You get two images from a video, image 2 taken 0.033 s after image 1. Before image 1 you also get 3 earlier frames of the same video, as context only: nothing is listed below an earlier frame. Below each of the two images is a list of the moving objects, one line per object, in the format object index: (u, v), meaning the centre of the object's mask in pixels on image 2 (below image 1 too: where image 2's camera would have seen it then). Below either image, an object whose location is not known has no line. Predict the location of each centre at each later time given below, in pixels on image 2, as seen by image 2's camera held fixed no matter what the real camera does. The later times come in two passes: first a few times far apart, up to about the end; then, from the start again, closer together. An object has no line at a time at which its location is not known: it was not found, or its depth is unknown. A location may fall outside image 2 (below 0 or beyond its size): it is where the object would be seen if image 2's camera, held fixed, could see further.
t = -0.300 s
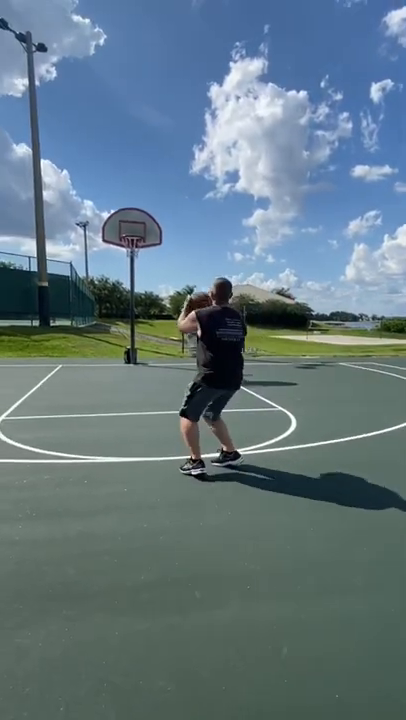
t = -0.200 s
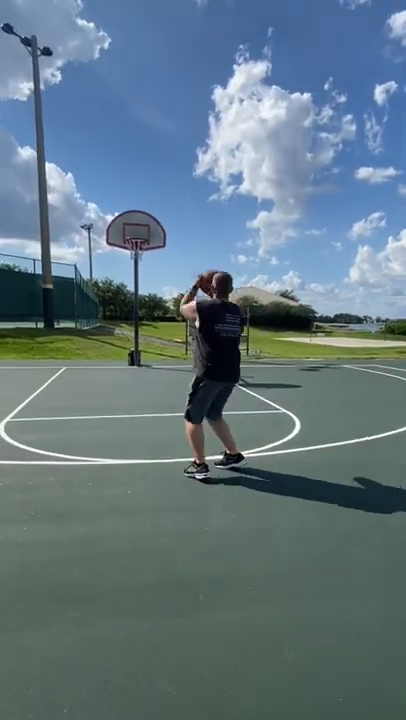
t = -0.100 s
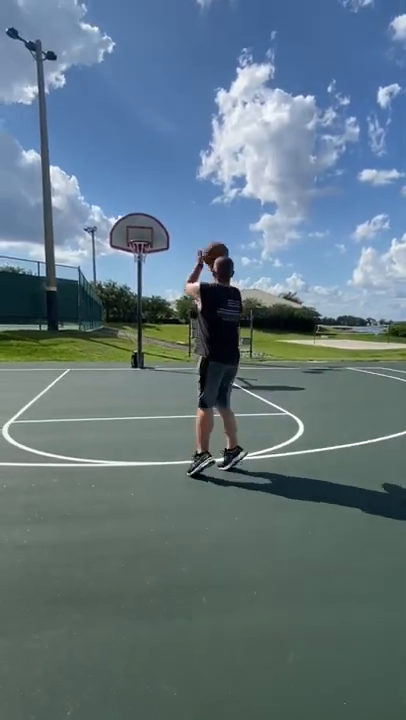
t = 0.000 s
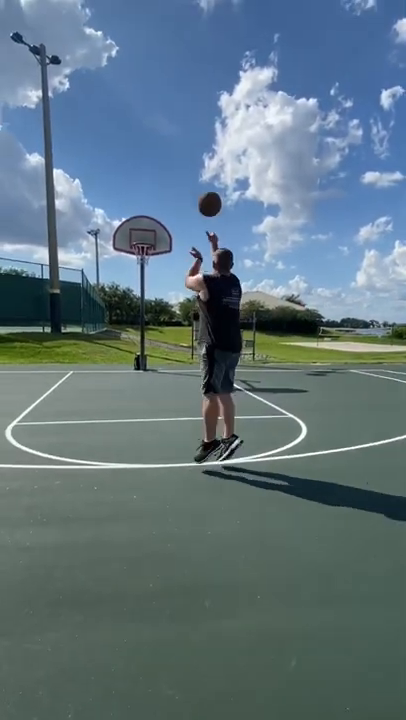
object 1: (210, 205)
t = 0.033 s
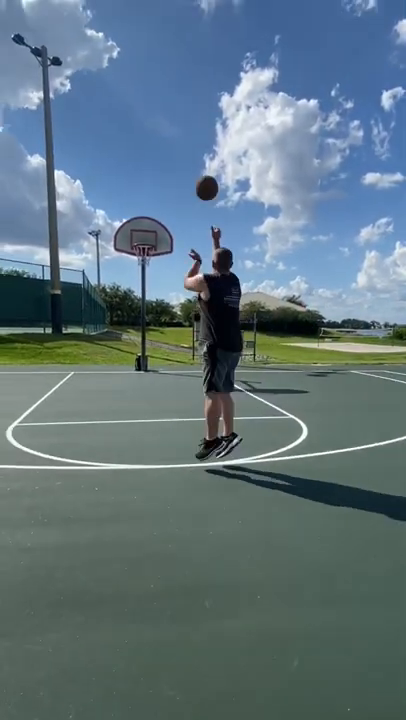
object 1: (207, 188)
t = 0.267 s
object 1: (185, 122)
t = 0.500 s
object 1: (171, 116)
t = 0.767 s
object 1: (159, 147)
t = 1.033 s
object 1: (151, 205)
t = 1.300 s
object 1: (143, 261)
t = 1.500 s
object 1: (138, 277)
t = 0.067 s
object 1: (203, 174)
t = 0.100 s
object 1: (200, 161)
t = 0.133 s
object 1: (196, 150)
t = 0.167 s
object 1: (193, 141)
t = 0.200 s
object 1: (190, 134)
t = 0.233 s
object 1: (188, 127)
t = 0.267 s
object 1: (185, 122)
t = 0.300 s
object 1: (183, 118)
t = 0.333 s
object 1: (181, 116)
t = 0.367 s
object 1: (179, 115)
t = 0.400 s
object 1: (177, 114)
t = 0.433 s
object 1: (174, 114)
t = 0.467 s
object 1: (173, 114)
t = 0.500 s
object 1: (171, 116)
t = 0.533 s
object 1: (169, 118)
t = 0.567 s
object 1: (168, 120)
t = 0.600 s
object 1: (166, 123)
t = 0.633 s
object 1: (165, 127)
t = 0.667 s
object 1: (163, 132)
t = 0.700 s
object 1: (162, 137)
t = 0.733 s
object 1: (160, 142)
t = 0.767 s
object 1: (159, 147)
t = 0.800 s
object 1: (158, 154)
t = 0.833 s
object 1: (157, 160)
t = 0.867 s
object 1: (156, 167)
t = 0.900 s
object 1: (154, 174)
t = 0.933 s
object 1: (153, 181)
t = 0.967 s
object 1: (152, 189)
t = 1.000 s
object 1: (151, 197)
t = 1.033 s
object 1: (151, 205)
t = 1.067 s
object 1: (150, 213)
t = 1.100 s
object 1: (148, 222)
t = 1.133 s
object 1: (148, 231)
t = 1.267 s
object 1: (146, 256)
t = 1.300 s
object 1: (143, 261)
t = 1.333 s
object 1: (142, 262)
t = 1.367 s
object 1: (141, 265)
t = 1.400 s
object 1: (140, 267)
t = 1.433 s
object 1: (140, 270)
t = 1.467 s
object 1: (138, 273)
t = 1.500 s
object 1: (138, 277)
